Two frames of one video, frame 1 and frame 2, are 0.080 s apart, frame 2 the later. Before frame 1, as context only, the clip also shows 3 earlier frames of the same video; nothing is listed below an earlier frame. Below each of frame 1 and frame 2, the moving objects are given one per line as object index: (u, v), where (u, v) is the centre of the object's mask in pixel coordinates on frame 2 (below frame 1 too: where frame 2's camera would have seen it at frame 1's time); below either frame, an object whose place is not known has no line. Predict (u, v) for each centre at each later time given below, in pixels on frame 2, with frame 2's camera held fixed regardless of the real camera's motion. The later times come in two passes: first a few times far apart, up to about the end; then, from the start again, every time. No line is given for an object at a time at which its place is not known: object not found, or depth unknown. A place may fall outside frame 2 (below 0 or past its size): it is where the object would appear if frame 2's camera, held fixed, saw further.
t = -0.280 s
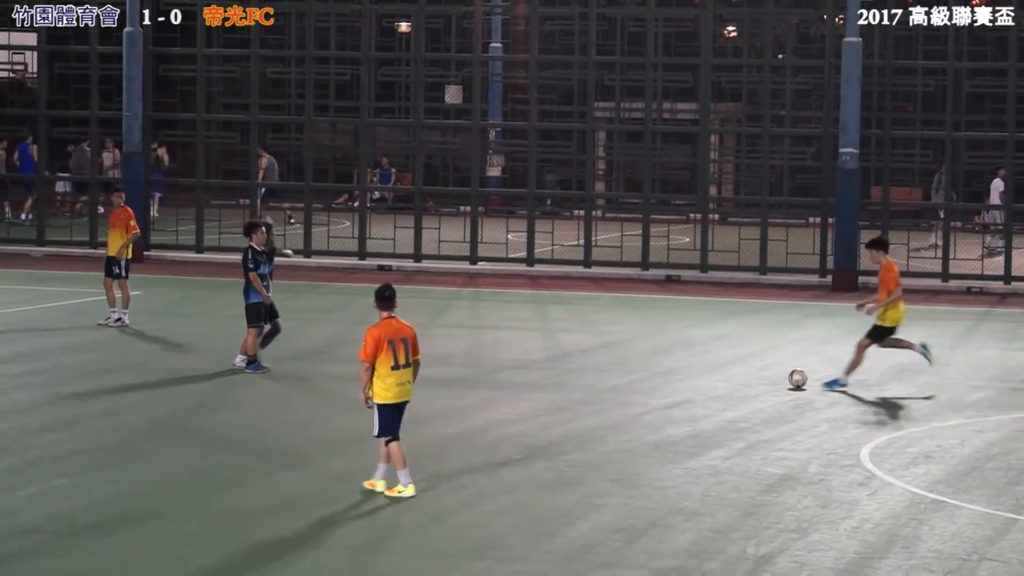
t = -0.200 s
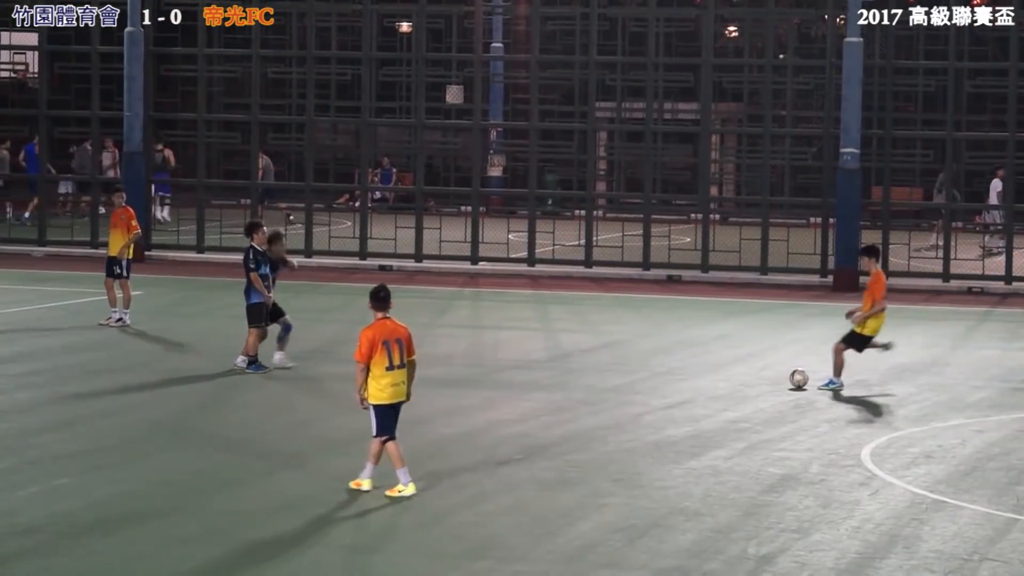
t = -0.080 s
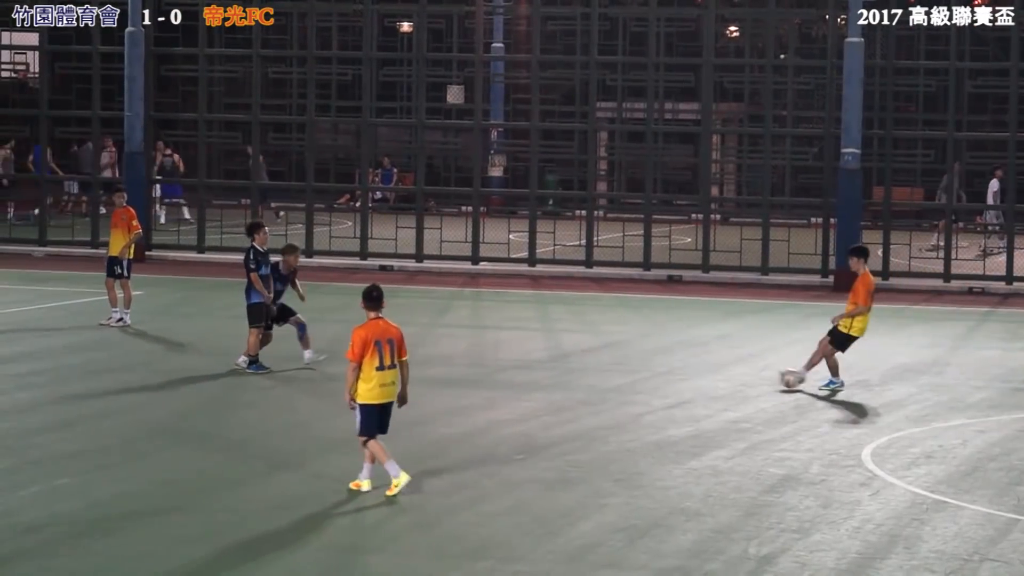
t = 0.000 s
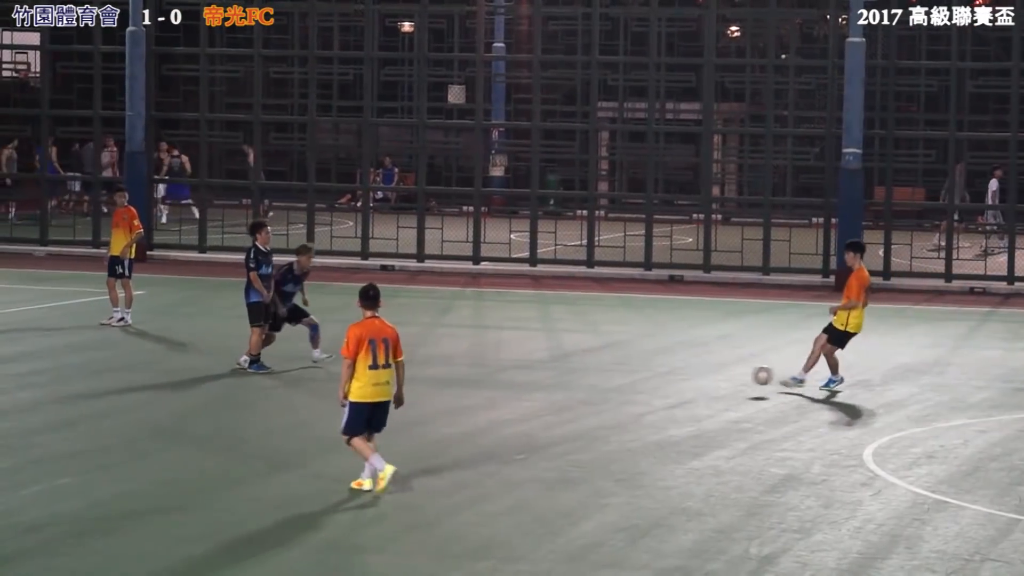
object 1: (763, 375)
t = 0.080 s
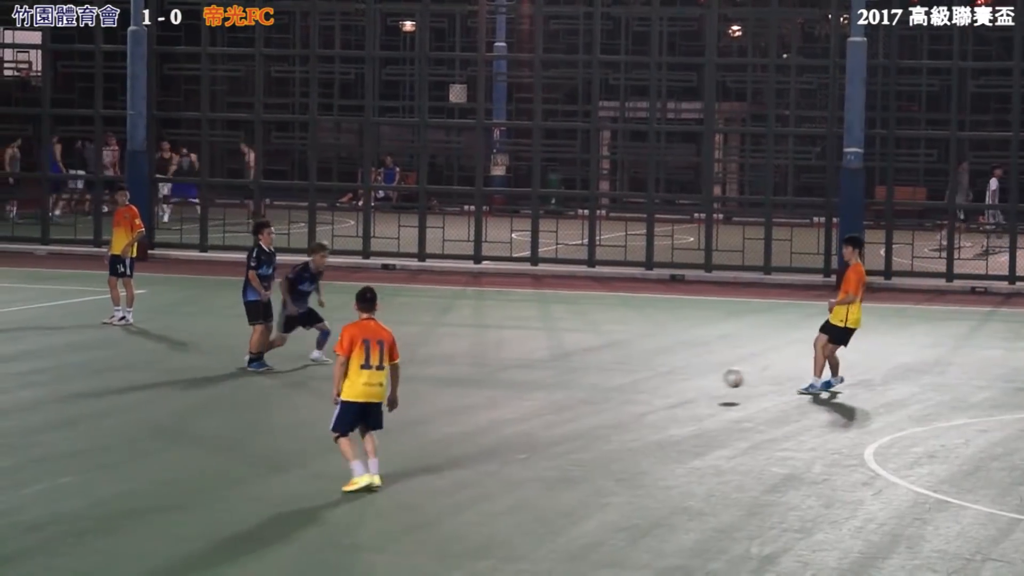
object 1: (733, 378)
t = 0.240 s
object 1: (673, 399)
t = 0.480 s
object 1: (586, 407)
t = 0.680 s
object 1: (505, 414)
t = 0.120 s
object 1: (718, 383)
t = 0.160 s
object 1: (703, 388)
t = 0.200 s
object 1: (687, 397)
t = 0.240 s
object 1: (673, 399)
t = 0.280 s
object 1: (658, 395)
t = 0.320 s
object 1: (644, 395)
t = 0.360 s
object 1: (629, 395)
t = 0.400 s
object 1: (615, 397)
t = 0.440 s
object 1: (600, 401)
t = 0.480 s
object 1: (586, 407)
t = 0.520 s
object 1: (570, 415)
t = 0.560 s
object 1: (554, 420)
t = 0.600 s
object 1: (537, 416)
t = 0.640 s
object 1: (521, 414)
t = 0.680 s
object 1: (505, 414)
